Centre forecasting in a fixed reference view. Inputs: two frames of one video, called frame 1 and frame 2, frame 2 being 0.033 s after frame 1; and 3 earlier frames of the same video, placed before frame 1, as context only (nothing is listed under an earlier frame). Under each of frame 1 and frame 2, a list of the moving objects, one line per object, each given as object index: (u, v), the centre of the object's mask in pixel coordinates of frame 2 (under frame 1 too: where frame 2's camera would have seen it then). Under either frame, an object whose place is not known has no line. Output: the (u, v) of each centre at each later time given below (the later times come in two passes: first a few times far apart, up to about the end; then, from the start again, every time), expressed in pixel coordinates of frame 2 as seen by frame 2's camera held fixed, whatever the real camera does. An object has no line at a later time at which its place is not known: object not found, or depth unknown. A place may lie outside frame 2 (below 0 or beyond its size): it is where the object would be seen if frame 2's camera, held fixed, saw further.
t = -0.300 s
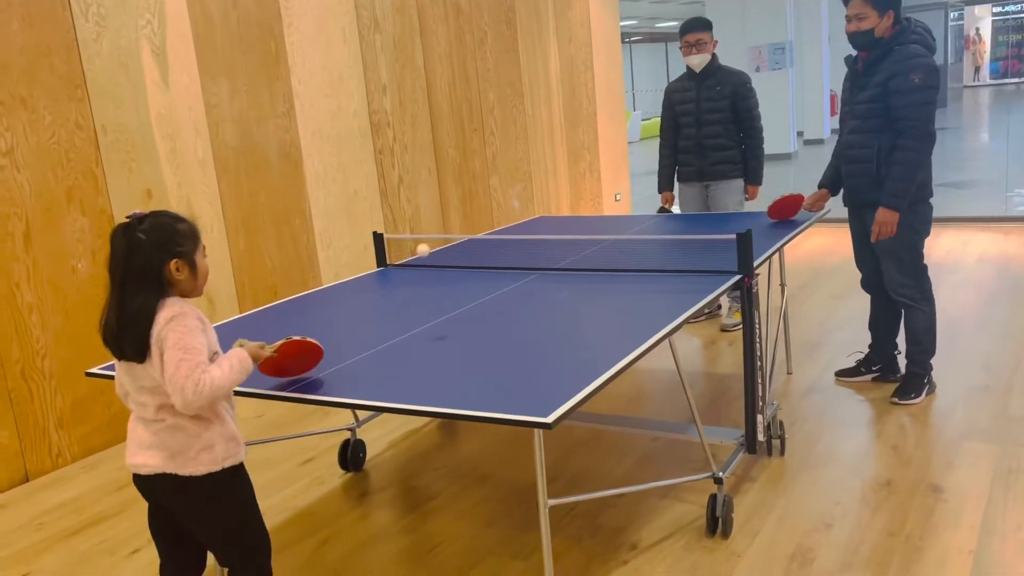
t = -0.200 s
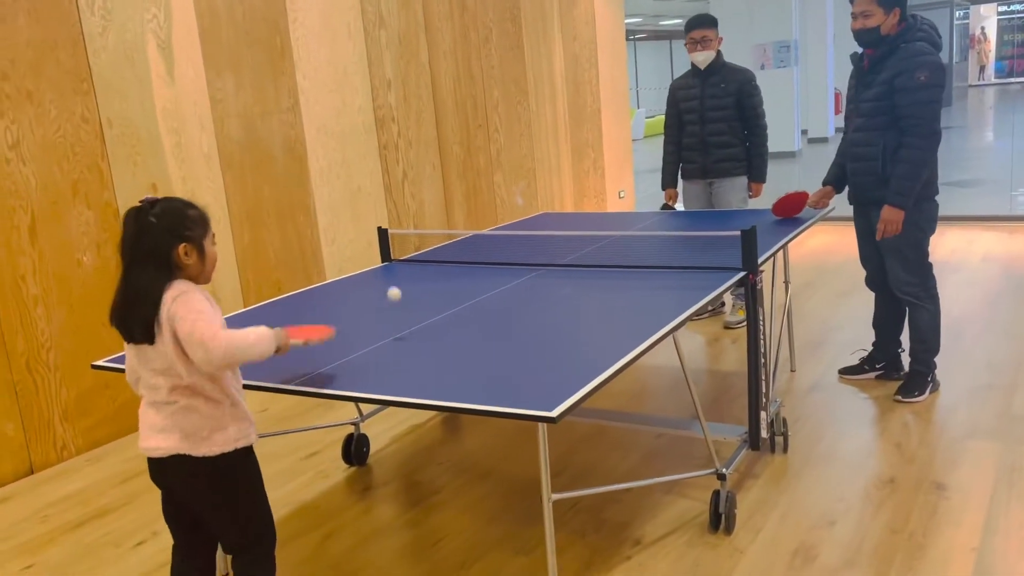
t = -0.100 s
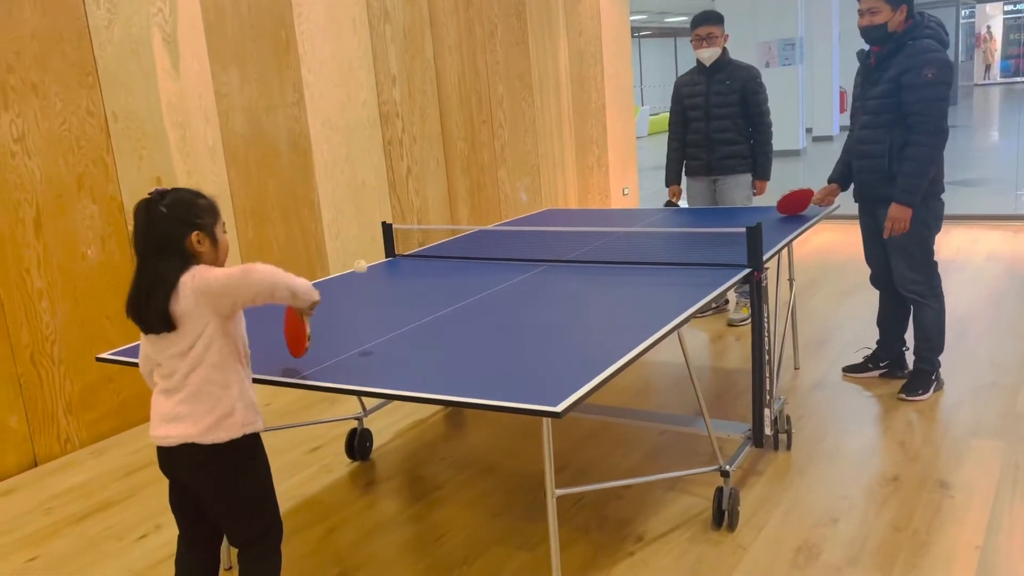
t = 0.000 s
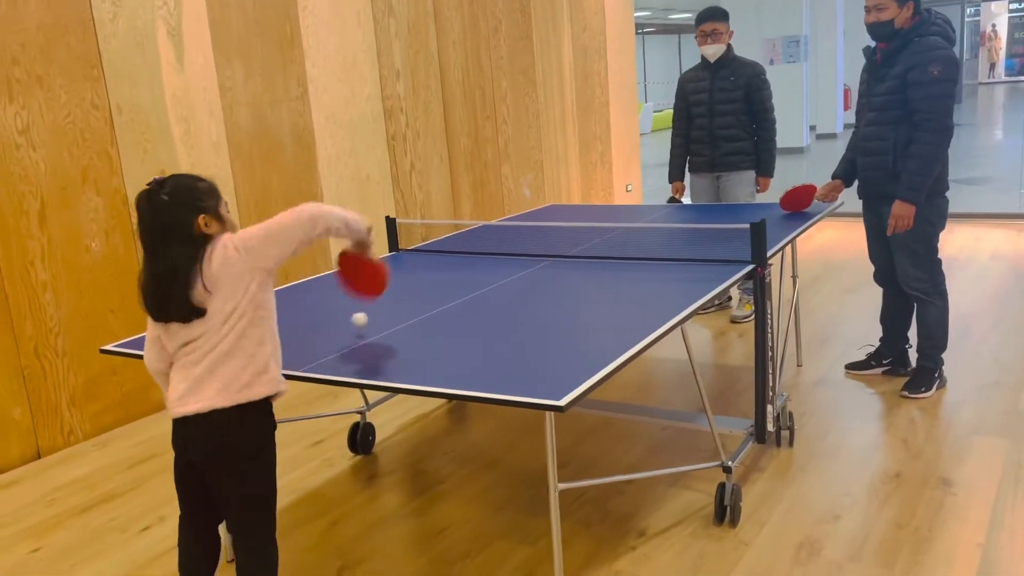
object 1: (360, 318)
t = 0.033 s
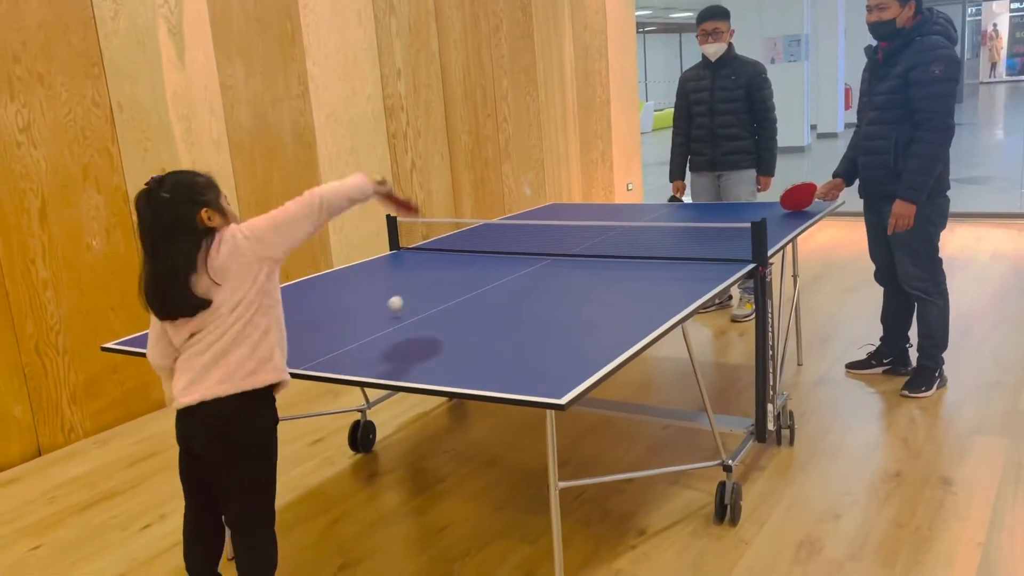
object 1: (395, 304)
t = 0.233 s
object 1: (532, 252)
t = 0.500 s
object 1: (520, 266)
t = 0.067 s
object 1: (424, 289)
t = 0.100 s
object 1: (451, 283)
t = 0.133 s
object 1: (473, 269)
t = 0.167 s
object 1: (495, 267)
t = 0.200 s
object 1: (514, 253)
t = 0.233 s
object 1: (532, 252)
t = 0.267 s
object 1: (532, 254)
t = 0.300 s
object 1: (528, 257)
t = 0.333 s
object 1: (524, 260)
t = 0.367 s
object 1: (521, 263)
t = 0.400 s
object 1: (519, 265)
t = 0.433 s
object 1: (518, 265)
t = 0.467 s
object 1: (519, 266)
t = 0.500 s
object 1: (520, 266)
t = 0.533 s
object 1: (520, 267)
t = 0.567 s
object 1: (521, 267)
